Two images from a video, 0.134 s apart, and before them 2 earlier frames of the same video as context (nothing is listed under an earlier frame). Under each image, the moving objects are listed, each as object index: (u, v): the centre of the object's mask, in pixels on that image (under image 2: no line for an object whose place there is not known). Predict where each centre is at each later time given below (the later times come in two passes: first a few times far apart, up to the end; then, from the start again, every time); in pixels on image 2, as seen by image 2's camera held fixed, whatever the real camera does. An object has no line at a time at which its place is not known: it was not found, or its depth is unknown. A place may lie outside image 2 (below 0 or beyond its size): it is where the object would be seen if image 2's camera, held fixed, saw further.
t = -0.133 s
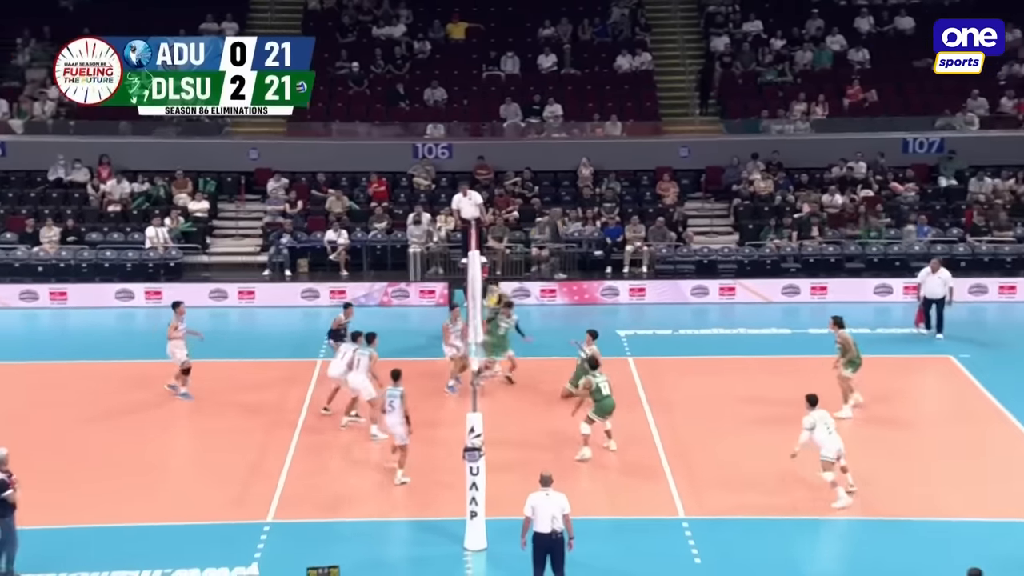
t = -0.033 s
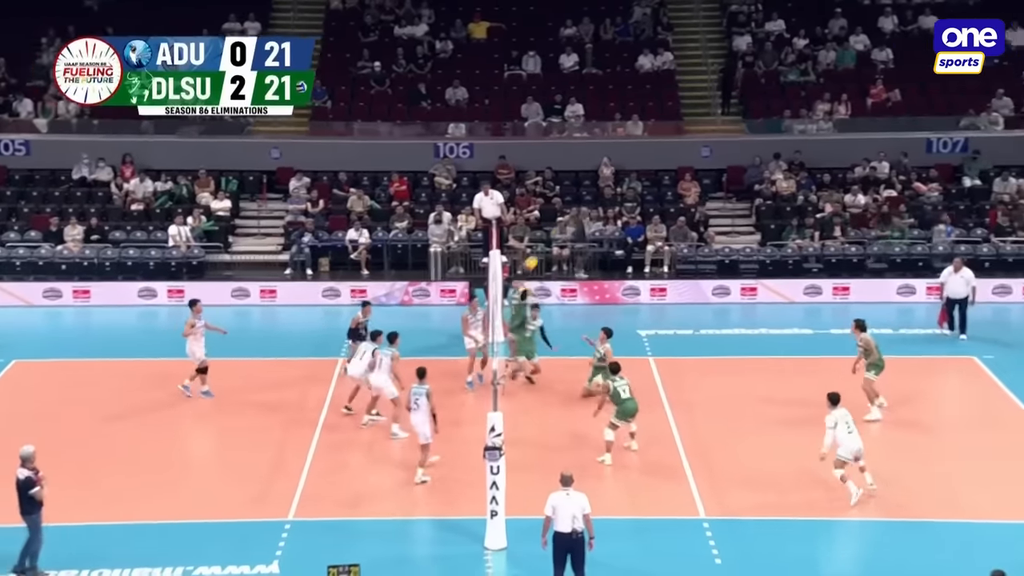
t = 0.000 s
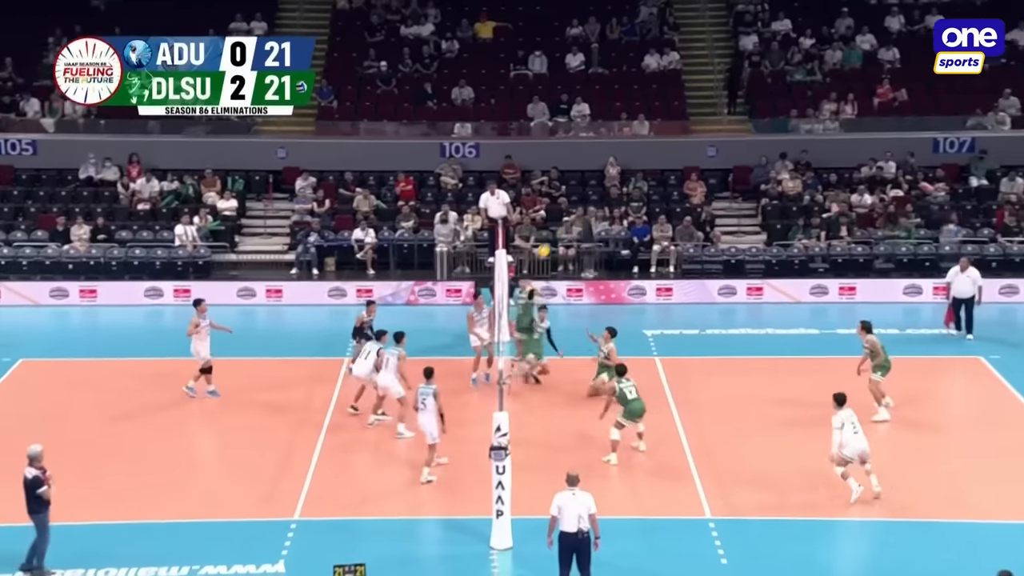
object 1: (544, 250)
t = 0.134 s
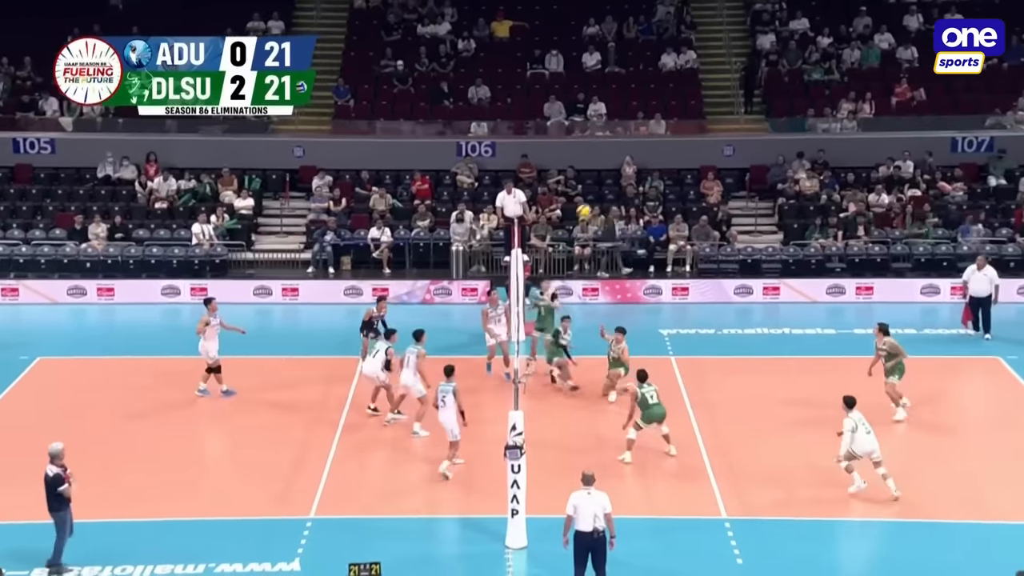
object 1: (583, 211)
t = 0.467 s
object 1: (649, 154)
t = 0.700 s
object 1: (694, 153)
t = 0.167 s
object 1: (590, 202)
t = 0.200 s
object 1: (597, 194)
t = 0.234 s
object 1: (603, 187)
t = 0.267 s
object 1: (609, 181)
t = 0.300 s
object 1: (616, 175)
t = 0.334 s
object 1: (622, 169)
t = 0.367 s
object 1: (629, 165)
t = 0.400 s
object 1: (636, 160)
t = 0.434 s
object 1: (643, 157)
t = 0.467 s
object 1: (649, 154)
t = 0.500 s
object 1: (656, 152)
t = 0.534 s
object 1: (662, 151)
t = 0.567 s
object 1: (669, 150)
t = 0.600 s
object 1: (675, 149)
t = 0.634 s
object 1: (682, 150)
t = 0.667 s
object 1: (688, 151)
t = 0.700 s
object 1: (694, 153)
